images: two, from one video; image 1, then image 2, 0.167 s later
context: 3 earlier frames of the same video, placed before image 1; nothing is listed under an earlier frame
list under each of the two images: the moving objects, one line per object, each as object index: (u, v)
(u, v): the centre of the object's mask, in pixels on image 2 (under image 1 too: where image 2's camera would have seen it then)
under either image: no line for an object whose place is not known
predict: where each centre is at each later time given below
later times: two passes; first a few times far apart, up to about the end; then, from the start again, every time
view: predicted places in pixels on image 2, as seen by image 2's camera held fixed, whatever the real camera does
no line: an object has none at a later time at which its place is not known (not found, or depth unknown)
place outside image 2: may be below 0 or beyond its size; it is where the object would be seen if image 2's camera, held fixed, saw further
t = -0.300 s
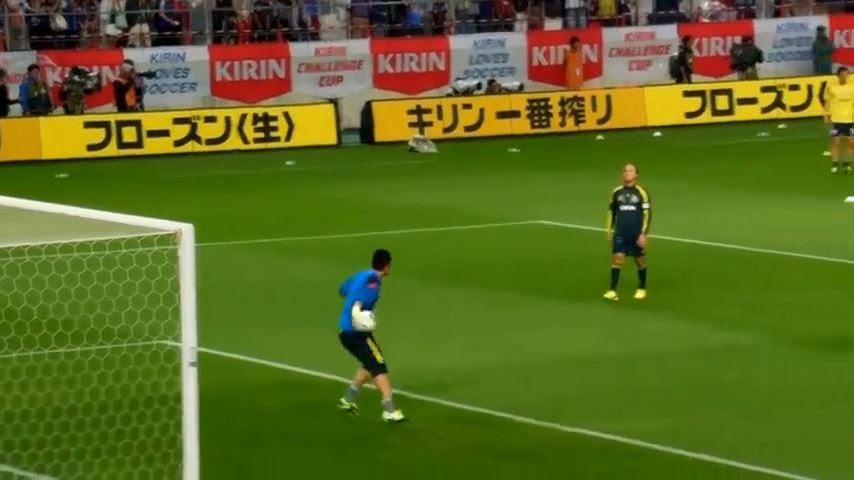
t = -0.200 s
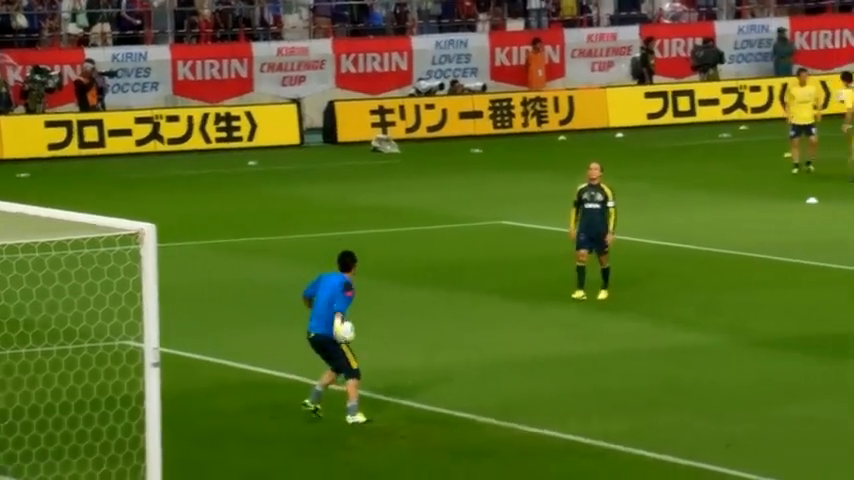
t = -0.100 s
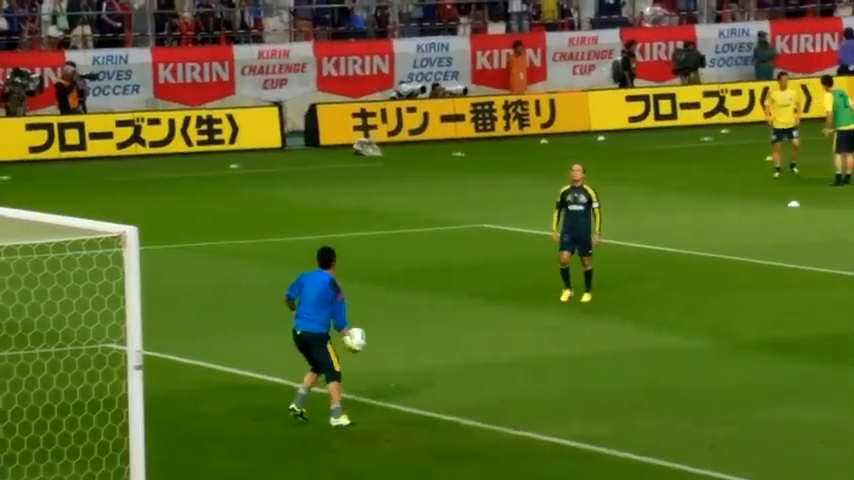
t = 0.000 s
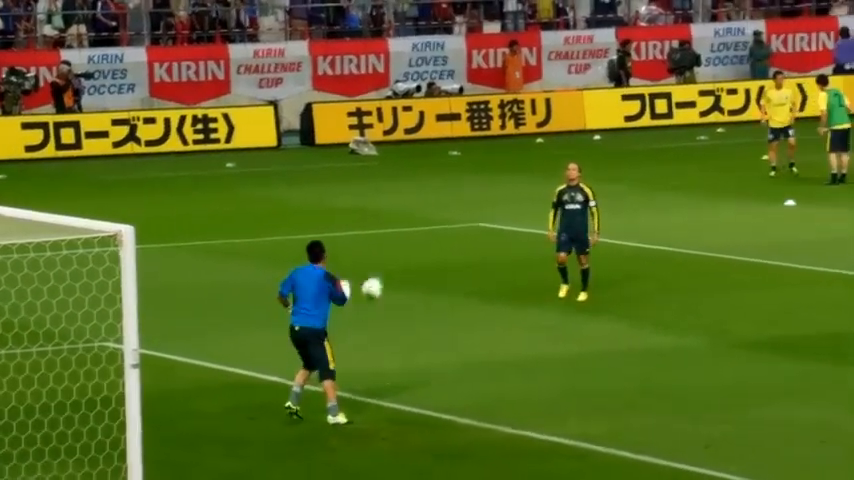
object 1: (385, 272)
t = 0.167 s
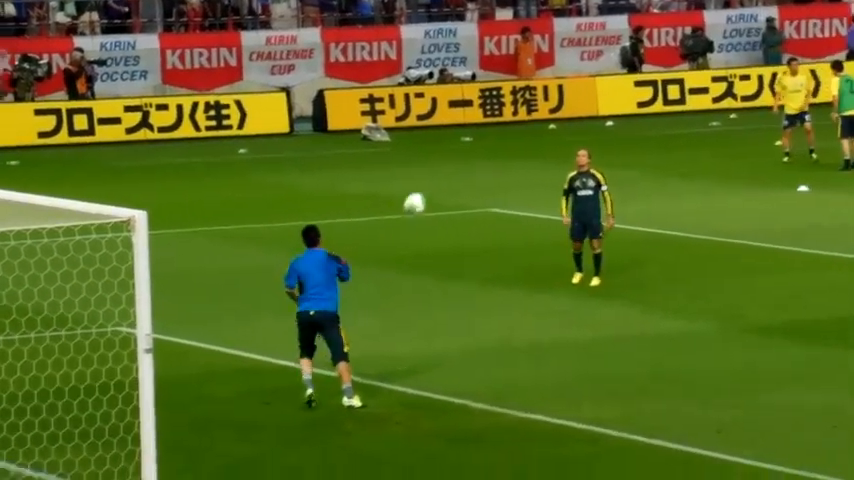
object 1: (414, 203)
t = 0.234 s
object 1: (427, 184)
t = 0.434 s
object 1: (463, 151)
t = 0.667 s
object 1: (503, 160)
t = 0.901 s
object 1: (544, 212)
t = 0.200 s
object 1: (421, 192)
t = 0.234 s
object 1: (427, 184)
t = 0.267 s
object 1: (433, 176)
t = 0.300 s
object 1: (439, 169)
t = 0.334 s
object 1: (445, 163)
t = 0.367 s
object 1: (450, 158)
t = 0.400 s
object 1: (456, 154)
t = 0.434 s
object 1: (463, 151)
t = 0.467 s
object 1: (468, 149)
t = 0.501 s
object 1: (474, 149)
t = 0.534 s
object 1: (480, 149)
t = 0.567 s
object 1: (486, 150)
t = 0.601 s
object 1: (492, 152)
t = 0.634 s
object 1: (498, 155)
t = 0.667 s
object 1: (503, 160)
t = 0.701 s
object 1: (509, 164)
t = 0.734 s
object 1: (515, 170)
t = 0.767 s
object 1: (521, 177)
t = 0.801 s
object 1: (526, 185)
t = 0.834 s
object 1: (532, 193)
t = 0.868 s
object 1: (538, 203)
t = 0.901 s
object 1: (544, 212)
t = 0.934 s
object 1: (550, 224)
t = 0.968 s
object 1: (555, 236)
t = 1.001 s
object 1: (561, 248)
